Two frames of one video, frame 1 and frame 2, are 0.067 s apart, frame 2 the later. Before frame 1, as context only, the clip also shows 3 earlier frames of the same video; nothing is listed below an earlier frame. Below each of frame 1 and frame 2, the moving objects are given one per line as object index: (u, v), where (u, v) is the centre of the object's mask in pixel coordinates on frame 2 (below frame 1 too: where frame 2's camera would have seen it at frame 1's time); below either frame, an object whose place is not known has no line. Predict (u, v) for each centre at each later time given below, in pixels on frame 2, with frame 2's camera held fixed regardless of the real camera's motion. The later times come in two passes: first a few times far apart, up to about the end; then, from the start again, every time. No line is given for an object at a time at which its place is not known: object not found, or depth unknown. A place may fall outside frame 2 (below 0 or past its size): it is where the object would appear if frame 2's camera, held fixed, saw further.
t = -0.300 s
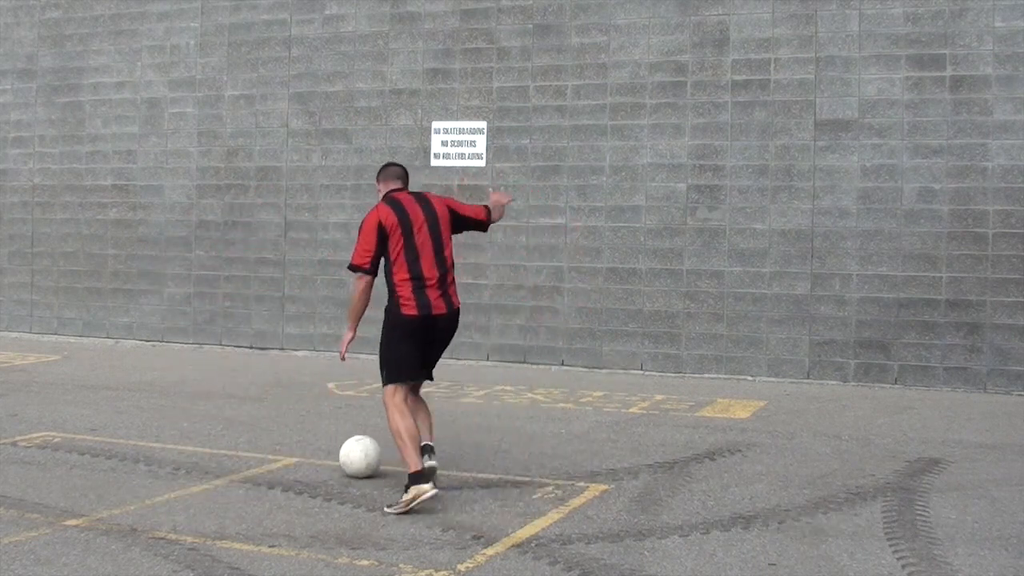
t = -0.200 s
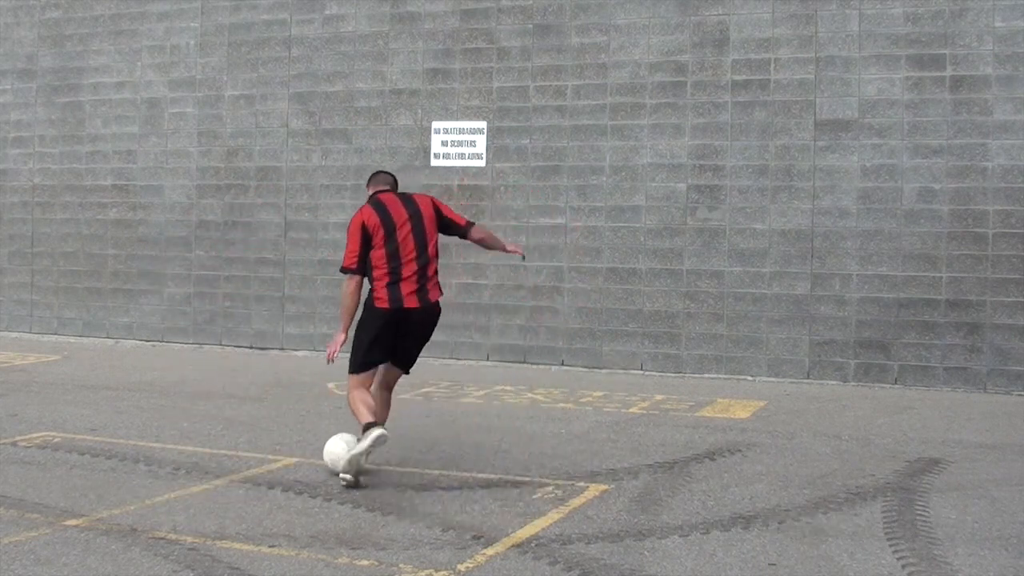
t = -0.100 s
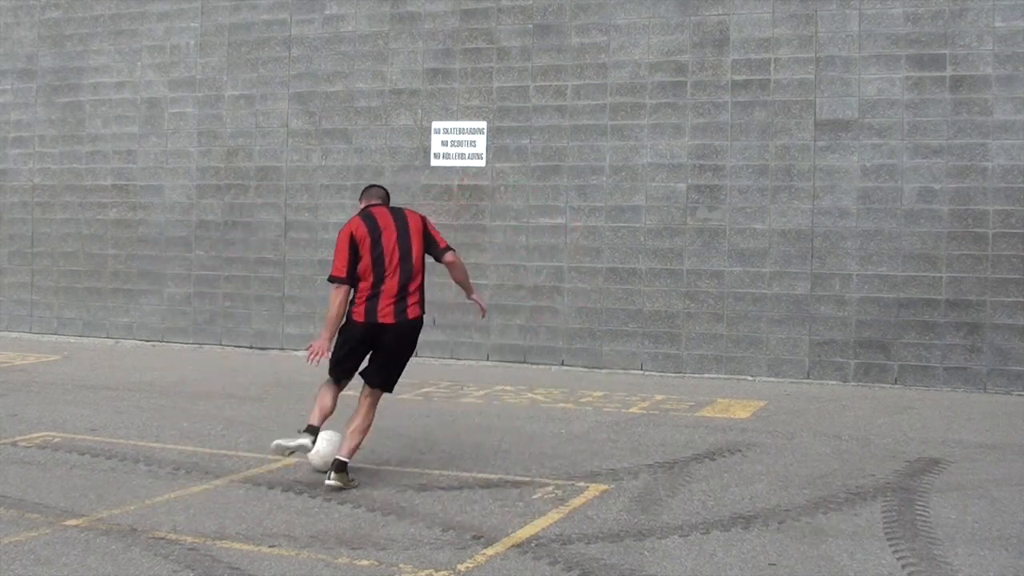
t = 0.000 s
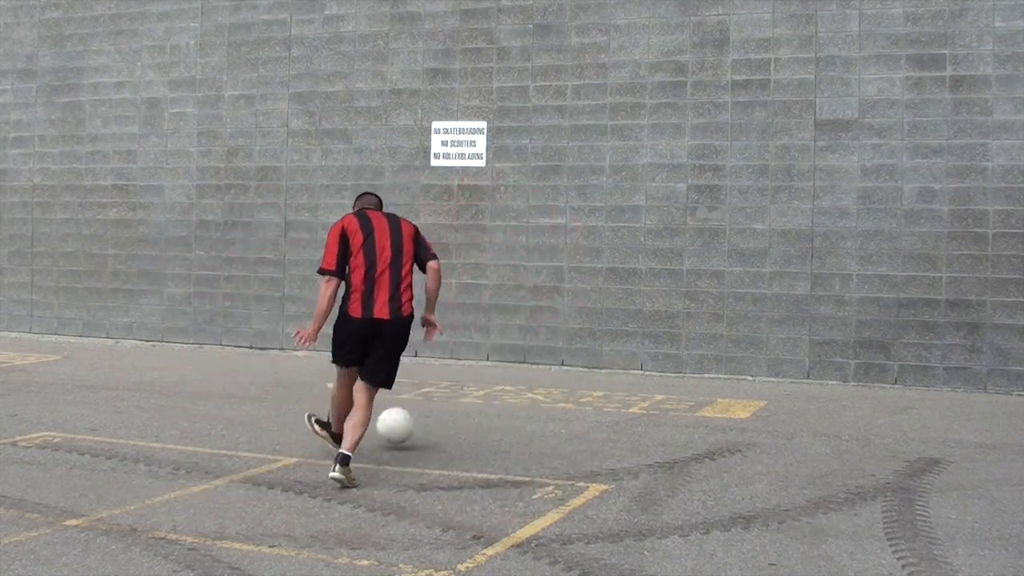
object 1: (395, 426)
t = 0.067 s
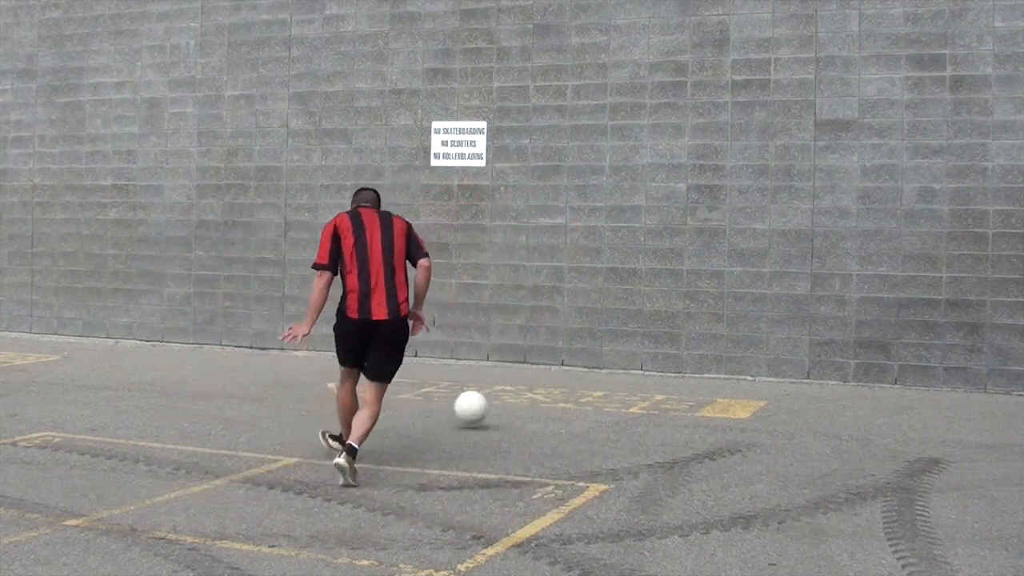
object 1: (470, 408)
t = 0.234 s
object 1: (599, 375)
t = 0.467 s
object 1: (658, 344)
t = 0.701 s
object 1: (585, 322)
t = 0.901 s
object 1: (505, 354)
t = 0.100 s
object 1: (503, 402)
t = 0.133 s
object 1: (533, 398)
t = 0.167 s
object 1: (557, 390)
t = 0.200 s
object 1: (579, 382)
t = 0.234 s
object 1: (599, 375)
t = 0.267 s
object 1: (618, 371)
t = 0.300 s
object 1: (636, 368)
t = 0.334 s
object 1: (654, 366)
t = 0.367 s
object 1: (670, 367)
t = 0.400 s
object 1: (675, 361)
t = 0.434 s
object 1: (666, 352)
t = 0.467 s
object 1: (658, 344)
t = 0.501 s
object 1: (648, 338)
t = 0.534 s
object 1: (639, 333)
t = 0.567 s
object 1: (629, 329)
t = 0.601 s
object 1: (618, 325)
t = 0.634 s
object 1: (608, 323)
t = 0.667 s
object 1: (597, 322)
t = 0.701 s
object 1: (585, 322)
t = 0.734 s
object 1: (573, 323)
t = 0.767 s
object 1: (561, 327)
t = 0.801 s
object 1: (548, 331)
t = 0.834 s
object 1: (534, 337)
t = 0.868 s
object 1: (520, 344)
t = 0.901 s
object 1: (505, 354)
